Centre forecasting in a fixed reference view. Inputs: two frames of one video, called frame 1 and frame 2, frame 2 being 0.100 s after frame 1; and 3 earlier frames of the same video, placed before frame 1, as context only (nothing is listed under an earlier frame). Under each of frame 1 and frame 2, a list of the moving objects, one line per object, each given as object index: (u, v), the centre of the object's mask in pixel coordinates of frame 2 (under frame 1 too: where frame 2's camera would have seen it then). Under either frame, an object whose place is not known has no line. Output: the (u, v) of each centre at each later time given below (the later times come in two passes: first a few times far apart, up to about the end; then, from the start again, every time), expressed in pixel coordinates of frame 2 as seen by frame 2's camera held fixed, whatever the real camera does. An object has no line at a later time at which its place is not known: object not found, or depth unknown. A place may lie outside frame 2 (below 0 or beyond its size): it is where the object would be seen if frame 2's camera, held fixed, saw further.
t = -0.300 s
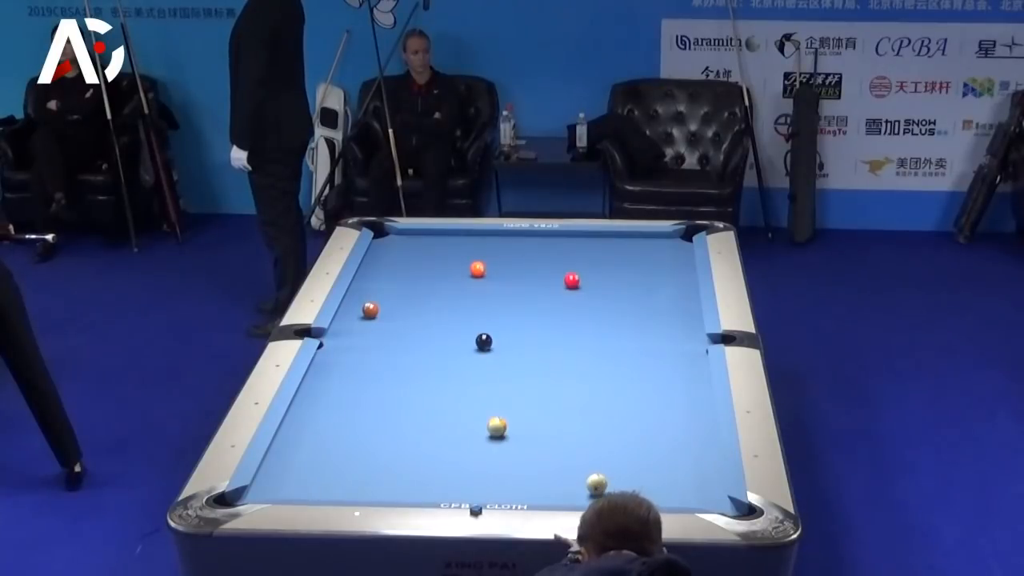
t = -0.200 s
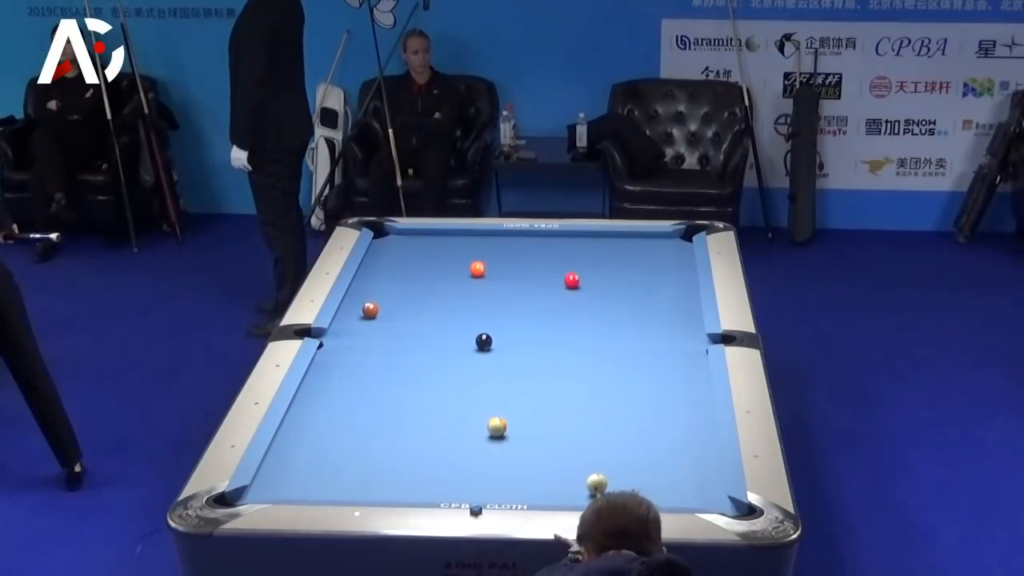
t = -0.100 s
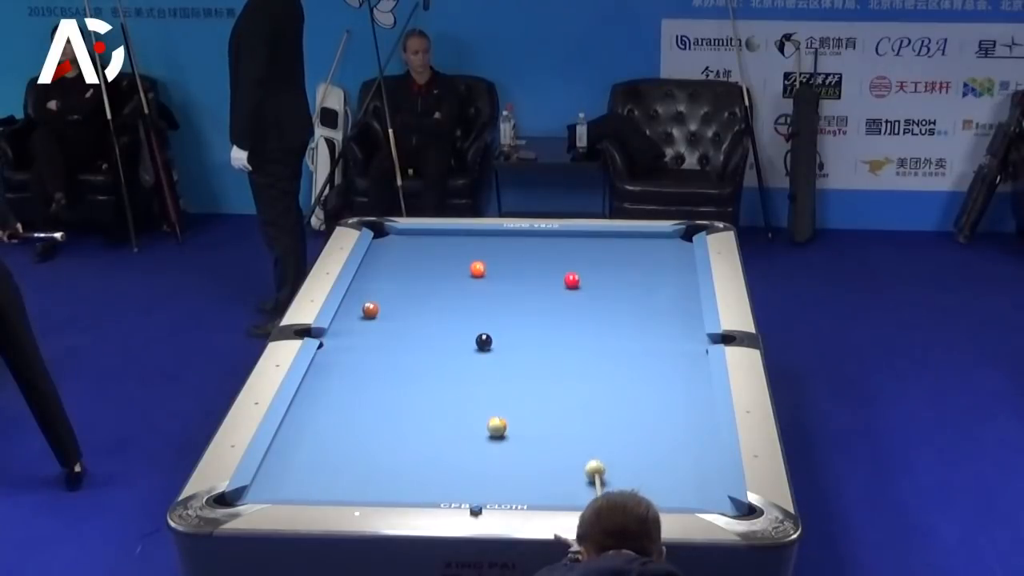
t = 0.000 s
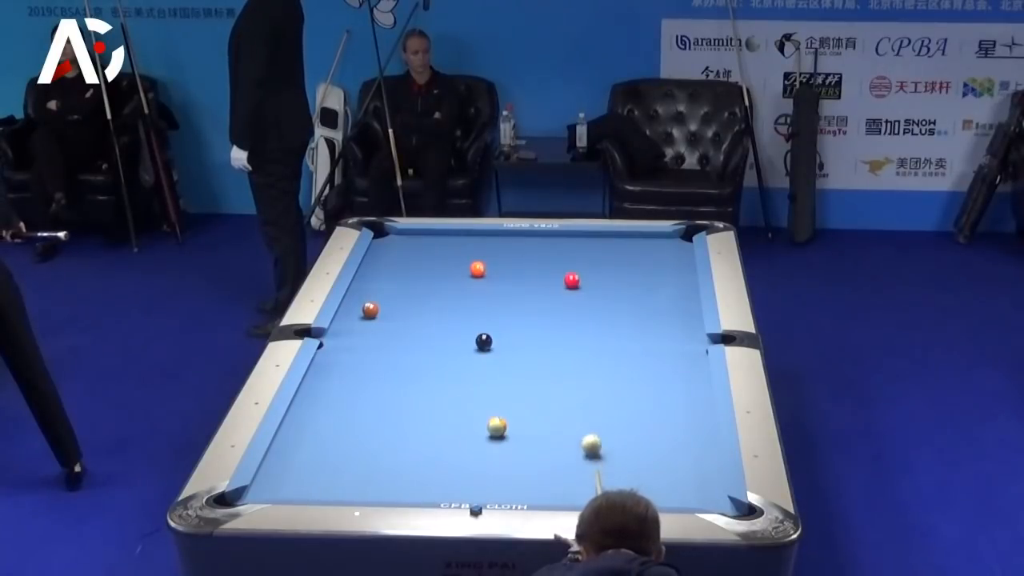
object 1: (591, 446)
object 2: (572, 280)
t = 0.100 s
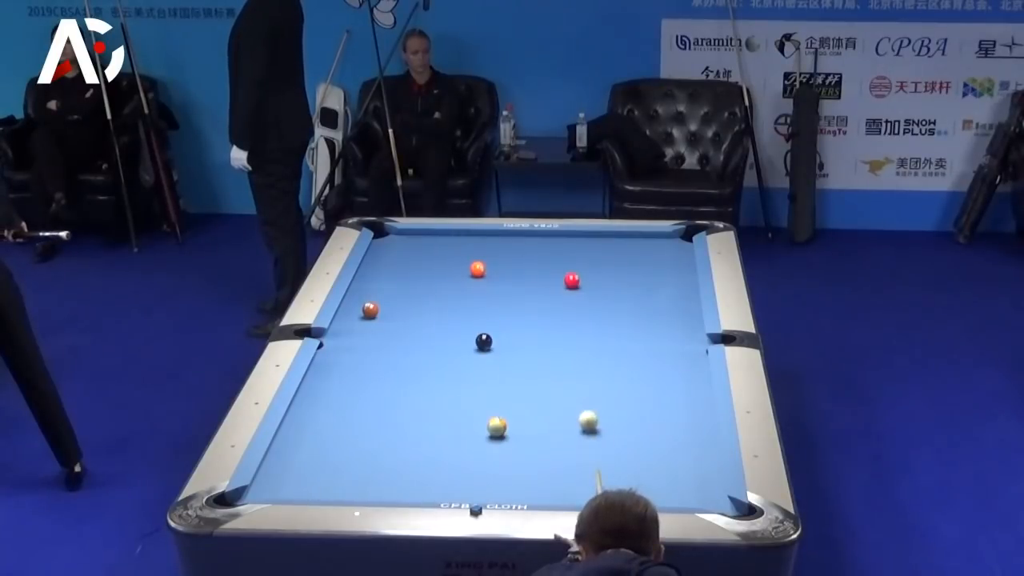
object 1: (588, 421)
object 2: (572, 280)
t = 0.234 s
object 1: (584, 392)
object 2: (571, 280)
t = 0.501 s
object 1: (577, 340)
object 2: (571, 280)
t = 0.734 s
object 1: (572, 302)
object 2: (572, 280)
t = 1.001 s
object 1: (558, 283)
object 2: (579, 262)
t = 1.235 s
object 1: (544, 274)
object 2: (588, 242)
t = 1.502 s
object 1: (529, 265)
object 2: (592, 241)
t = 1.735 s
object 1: (518, 258)
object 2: (593, 251)
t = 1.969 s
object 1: (506, 251)
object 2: (595, 261)
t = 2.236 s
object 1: (495, 244)
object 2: (597, 273)
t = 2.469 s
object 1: (485, 237)
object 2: (599, 283)
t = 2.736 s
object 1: (475, 233)
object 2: (601, 295)
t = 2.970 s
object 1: (468, 236)
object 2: (603, 305)
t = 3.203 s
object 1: (462, 239)
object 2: (605, 315)
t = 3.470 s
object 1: (455, 242)
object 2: (607, 327)
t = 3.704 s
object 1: (450, 244)
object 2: (610, 337)
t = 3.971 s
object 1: (444, 246)
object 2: (612, 348)
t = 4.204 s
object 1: (440, 248)
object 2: (614, 358)
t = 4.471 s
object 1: (435, 249)
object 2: (616, 369)
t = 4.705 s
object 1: (433, 250)
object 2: (618, 379)
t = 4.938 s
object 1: (430, 251)
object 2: (619, 388)
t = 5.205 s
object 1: (428, 252)
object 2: (620, 398)
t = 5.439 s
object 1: (428, 252)
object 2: (620, 407)
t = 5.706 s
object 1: (427, 252)
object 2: (619, 416)
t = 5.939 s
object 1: (427, 252)
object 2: (620, 424)
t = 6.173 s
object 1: (427, 252)
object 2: (620, 431)
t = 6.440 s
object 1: (428, 252)
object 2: (620, 439)
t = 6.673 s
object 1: (428, 252)
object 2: (622, 446)
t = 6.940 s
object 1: (428, 252)
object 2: (623, 453)
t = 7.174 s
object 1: (428, 252)
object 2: (625, 458)
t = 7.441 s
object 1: (428, 252)
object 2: (626, 463)
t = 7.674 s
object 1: (428, 252)
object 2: (627, 468)
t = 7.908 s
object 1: (428, 252)
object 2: (628, 471)
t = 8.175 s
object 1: (428, 252)
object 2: (627, 474)
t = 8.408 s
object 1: (428, 252)
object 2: (627, 476)
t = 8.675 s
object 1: (428, 252)
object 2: (627, 478)
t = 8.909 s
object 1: (427, 252)
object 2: (627, 479)
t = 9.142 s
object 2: (627, 480)
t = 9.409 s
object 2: (626, 480)
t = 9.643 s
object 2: (626, 480)
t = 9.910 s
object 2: (626, 480)
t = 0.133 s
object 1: (587, 414)
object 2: (572, 280)
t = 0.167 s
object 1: (586, 406)
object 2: (571, 280)
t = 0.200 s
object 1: (585, 399)
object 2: (571, 280)
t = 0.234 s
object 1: (584, 392)
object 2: (571, 280)
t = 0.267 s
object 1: (583, 385)
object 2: (571, 280)
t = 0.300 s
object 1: (582, 377)
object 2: (571, 280)
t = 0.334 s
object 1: (581, 371)
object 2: (571, 280)
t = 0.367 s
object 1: (580, 364)
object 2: (571, 281)
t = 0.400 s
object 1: (579, 358)
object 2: (572, 280)
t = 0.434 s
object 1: (579, 352)
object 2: (571, 280)
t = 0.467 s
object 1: (578, 346)
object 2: (572, 280)
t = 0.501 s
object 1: (577, 340)
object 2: (571, 280)
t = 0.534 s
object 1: (576, 334)
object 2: (572, 280)
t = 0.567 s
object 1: (575, 328)
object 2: (572, 280)
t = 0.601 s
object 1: (575, 323)
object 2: (572, 280)
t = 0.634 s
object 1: (574, 317)
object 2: (571, 280)
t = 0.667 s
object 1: (573, 312)
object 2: (572, 280)
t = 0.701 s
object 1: (572, 307)
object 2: (571, 280)
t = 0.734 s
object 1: (572, 302)
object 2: (572, 280)
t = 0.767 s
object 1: (571, 296)
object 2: (571, 280)
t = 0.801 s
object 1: (570, 291)
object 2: (571, 278)
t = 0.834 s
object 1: (570, 286)
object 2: (572, 276)
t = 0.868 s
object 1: (567, 286)
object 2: (574, 275)
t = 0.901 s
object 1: (565, 285)
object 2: (574, 272)
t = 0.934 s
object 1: (562, 284)
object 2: (576, 269)
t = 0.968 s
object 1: (560, 284)
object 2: (578, 265)
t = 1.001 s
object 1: (558, 283)
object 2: (579, 262)
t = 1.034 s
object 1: (556, 282)
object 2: (581, 258)
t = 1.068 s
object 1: (554, 281)
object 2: (582, 255)
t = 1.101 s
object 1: (552, 279)
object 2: (584, 252)
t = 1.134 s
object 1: (550, 278)
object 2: (584, 250)
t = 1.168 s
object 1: (548, 277)
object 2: (585, 247)
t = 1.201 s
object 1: (546, 275)
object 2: (586, 245)
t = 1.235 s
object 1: (544, 274)
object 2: (588, 242)
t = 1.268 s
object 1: (542, 273)
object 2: (589, 239)
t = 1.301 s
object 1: (540, 272)
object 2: (590, 237)
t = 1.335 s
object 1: (538, 271)
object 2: (590, 234)
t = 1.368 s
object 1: (537, 270)
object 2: (590, 234)
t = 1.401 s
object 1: (535, 269)
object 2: (591, 236)
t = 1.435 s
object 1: (533, 267)
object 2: (591, 237)
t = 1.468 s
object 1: (531, 266)
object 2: (592, 239)
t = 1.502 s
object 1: (529, 265)
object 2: (592, 241)
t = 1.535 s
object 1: (528, 264)
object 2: (592, 242)
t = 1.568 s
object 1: (526, 263)
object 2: (592, 244)
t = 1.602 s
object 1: (524, 262)
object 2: (593, 245)
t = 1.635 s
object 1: (522, 261)
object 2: (593, 247)
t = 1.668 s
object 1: (521, 260)
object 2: (593, 248)
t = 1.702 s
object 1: (519, 259)
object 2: (593, 249)
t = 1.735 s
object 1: (518, 258)
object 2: (593, 251)
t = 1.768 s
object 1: (516, 257)
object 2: (593, 252)
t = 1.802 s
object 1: (514, 256)
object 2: (594, 254)
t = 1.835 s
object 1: (513, 255)
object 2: (594, 255)
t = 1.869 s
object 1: (511, 254)
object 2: (595, 257)
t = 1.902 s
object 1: (510, 253)
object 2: (595, 258)
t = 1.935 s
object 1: (508, 252)
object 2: (595, 260)
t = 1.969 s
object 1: (506, 251)
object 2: (595, 261)
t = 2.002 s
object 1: (505, 250)
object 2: (595, 262)
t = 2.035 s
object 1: (503, 249)
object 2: (595, 264)
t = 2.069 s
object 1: (502, 248)
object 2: (596, 265)
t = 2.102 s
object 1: (500, 247)
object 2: (596, 267)
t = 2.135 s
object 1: (499, 246)
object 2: (597, 268)
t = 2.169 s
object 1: (497, 245)
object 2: (597, 270)
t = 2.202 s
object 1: (496, 244)
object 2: (597, 271)
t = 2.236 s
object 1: (495, 244)
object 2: (597, 273)
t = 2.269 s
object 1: (493, 242)
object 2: (598, 274)
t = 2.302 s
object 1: (492, 241)
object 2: (598, 276)
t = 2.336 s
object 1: (490, 241)
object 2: (598, 277)
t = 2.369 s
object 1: (489, 240)
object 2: (598, 278)
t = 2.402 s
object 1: (488, 239)
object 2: (599, 280)
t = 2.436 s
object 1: (486, 238)
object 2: (599, 281)
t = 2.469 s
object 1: (485, 237)
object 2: (599, 283)
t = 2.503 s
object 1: (484, 236)
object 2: (600, 284)
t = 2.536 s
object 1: (482, 236)
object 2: (600, 286)
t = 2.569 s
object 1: (481, 235)
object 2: (600, 287)
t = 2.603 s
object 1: (480, 234)
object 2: (600, 289)
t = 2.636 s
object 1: (478, 233)
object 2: (600, 290)
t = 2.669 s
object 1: (477, 233)
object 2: (601, 292)
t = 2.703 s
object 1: (476, 233)
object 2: (601, 293)
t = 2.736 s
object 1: (475, 233)
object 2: (601, 295)
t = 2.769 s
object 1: (474, 234)
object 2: (601, 296)
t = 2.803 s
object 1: (473, 234)
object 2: (602, 298)
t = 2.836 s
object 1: (472, 235)
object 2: (602, 299)
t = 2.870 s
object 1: (471, 235)
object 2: (603, 301)
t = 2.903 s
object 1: (470, 236)
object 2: (603, 302)
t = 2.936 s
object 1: (469, 236)
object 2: (603, 304)
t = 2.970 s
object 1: (468, 236)
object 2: (603, 305)
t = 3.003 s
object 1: (467, 237)
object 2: (603, 306)
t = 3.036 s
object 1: (466, 237)
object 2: (604, 308)
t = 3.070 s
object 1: (465, 237)
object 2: (604, 309)
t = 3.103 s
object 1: (465, 238)
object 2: (604, 311)
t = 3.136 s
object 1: (464, 238)
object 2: (604, 312)
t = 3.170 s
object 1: (462, 239)
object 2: (605, 314)
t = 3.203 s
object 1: (462, 239)
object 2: (605, 315)
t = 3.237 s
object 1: (461, 239)
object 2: (605, 316)
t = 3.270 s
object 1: (460, 240)
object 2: (606, 318)
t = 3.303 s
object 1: (459, 240)
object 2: (606, 319)
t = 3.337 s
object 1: (458, 240)
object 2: (606, 321)
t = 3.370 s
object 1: (457, 241)
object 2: (606, 322)
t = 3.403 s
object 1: (457, 241)
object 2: (607, 324)
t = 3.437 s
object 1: (456, 241)
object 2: (607, 326)
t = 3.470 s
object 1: (455, 242)
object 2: (607, 327)
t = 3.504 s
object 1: (454, 242)
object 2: (608, 328)
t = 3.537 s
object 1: (453, 242)
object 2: (608, 330)
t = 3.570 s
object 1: (453, 243)
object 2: (608, 331)
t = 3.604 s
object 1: (452, 243)
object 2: (609, 333)
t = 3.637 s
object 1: (451, 243)
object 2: (609, 334)
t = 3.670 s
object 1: (450, 244)
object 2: (609, 335)
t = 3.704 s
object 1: (450, 244)
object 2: (610, 337)
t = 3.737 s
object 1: (449, 244)
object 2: (610, 338)
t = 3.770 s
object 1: (448, 244)
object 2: (610, 340)
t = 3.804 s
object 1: (448, 244)
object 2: (611, 341)
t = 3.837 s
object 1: (447, 245)
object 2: (611, 343)
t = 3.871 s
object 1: (446, 245)
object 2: (611, 344)
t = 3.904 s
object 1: (445, 245)
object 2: (612, 346)
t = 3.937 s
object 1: (444, 246)
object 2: (612, 347)
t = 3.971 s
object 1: (444, 246)
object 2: (612, 348)
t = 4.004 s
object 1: (443, 246)
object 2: (612, 350)
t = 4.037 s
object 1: (443, 247)
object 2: (613, 351)
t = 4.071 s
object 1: (442, 247)
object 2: (613, 353)
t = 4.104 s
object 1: (442, 247)
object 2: (613, 354)
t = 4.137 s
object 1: (441, 247)
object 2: (614, 356)
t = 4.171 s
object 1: (440, 247)
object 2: (614, 357)
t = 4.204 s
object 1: (440, 248)
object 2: (614, 358)
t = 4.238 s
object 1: (439, 248)
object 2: (615, 360)
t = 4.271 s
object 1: (439, 248)
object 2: (615, 361)
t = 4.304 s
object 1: (438, 248)
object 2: (615, 363)
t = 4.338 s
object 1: (437, 248)
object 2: (615, 364)
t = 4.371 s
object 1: (437, 249)
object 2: (616, 365)
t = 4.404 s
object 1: (436, 249)
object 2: (616, 367)
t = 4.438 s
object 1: (436, 249)
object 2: (616, 368)
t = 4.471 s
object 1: (435, 249)
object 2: (616, 369)
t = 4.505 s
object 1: (435, 249)
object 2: (617, 371)
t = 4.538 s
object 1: (434, 250)
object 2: (617, 372)
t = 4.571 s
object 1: (434, 250)
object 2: (617, 374)
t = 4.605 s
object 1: (434, 250)
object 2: (618, 375)
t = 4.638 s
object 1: (433, 250)
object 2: (618, 376)
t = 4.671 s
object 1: (433, 250)
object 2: (618, 378)
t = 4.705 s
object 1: (433, 250)
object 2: (618, 379)
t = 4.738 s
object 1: (432, 250)
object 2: (619, 380)
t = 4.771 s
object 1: (432, 251)
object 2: (619, 381)
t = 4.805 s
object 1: (431, 251)
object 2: (619, 383)
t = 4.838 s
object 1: (431, 251)
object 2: (619, 384)
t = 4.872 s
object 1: (431, 251)
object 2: (619, 385)
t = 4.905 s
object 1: (430, 251)
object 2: (619, 387)
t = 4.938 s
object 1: (430, 251)
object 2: (619, 388)
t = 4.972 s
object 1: (430, 251)
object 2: (619, 389)
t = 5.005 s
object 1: (430, 251)
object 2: (619, 391)
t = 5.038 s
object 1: (429, 251)
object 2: (619, 392)
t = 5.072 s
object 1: (429, 251)
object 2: (620, 393)
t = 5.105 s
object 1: (429, 252)
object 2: (620, 394)
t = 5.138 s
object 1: (429, 252)
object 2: (620, 396)
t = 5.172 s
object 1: (428, 252)
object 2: (620, 397)
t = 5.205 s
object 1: (428, 252)
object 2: (620, 398)
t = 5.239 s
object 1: (428, 252)
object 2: (620, 399)
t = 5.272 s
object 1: (428, 252)
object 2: (620, 401)
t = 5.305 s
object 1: (428, 252)
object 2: (620, 402)
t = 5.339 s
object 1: (428, 252)
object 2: (620, 403)
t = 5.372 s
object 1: (428, 252)
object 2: (620, 404)
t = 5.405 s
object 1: (428, 252)
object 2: (620, 405)
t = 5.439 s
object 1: (428, 252)
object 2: (620, 407)
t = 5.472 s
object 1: (428, 252)
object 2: (619, 408)
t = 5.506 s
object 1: (428, 252)
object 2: (619, 409)
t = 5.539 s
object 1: (428, 252)
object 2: (619, 410)
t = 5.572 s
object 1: (428, 252)
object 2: (619, 411)
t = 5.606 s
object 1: (427, 252)
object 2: (619, 413)
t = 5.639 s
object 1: (427, 252)
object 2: (619, 414)
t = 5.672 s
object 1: (427, 252)
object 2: (619, 415)
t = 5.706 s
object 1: (427, 252)
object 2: (619, 416)
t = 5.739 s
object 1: (427, 252)
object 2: (619, 417)
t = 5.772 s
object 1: (427, 252)
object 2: (619, 418)
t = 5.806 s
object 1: (427, 252)
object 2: (620, 420)
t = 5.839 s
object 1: (427, 252)
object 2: (620, 421)
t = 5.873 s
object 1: (427, 252)
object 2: (620, 422)
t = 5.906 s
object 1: (427, 252)
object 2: (620, 423)
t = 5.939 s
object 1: (427, 252)
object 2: (620, 424)
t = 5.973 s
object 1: (427, 252)
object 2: (620, 425)
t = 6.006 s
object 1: (427, 252)
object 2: (620, 426)
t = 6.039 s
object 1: (427, 252)
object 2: (620, 427)
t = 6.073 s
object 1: (427, 252)
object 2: (620, 429)
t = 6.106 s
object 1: (427, 252)
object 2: (620, 430)
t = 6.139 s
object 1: (427, 252)
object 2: (620, 430)
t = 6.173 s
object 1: (427, 252)
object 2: (620, 431)
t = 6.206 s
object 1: (427, 252)
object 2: (620, 433)
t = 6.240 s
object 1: (427, 252)
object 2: (620, 434)
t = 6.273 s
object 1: (428, 252)
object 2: (620, 434)
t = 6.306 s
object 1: (428, 252)
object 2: (620, 435)
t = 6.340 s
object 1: (428, 252)
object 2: (620, 437)
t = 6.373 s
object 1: (428, 252)
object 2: (620, 438)
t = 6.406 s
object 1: (428, 252)
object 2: (620, 439)
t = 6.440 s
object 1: (428, 252)
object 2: (620, 439)
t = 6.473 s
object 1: (427, 252)
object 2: (621, 441)
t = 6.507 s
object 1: (428, 252)
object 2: (621, 442)
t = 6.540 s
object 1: (428, 252)
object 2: (621, 442)
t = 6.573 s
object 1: (428, 252)
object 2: (621, 443)
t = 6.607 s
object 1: (428, 252)
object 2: (621, 444)
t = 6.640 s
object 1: (428, 252)
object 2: (621, 445)
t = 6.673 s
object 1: (428, 252)
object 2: (622, 446)
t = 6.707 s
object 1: (428, 252)
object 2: (622, 447)
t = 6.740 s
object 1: (428, 252)
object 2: (622, 448)
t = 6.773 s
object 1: (428, 252)
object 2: (622, 448)
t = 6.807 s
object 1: (428, 252)
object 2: (623, 450)
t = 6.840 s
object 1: (428, 252)
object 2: (623, 450)
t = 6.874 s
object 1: (428, 252)
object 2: (623, 451)
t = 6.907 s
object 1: (428, 252)
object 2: (623, 452)
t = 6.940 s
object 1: (428, 252)
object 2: (623, 453)
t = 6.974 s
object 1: (428, 252)
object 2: (624, 453)
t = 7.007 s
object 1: (428, 252)
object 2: (624, 454)
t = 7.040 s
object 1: (428, 252)
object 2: (624, 455)
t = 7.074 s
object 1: (428, 252)
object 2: (624, 456)
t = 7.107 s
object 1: (428, 252)
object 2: (624, 457)
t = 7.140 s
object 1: (428, 252)
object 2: (624, 457)
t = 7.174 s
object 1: (428, 252)
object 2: (625, 458)
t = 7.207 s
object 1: (428, 252)
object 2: (625, 459)
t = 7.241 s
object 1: (428, 252)
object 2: (625, 460)
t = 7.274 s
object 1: (428, 252)
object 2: (625, 460)
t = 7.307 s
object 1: (428, 252)
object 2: (626, 461)
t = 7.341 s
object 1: (428, 252)
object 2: (626, 461)
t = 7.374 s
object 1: (428, 252)
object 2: (626, 462)
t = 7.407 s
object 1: (428, 252)
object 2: (626, 463)
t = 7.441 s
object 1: (428, 252)
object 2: (626, 463)
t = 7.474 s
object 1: (428, 252)
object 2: (626, 464)
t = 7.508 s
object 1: (428, 252)
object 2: (627, 465)
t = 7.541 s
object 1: (428, 252)
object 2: (627, 465)
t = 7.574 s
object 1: (428, 252)
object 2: (627, 466)
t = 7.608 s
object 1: (428, 252)
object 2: (627, 466)
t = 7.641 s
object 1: (428, 252)
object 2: (627, 467)
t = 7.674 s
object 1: (428, 252)
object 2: (627, 468)
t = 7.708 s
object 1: (428, 252)
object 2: (627, 468)
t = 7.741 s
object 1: (428, 252)
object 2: (627, 469)
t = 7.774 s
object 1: (428, 252)
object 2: (627, 469)
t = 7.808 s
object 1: (428, 252)
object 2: (628, 469)
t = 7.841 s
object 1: (428, 252)
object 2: (628, 470)
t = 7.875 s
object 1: (428, 252)
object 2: (628, 471)
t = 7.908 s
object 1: (428, 252)
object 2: (628, 471)
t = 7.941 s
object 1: (428, 252)
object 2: (628, 472)
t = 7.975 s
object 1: (428, 252)
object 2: (627, 472)
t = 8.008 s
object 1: (428, 252)
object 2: (628, 472)
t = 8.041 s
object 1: (428, 252)
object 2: (627, 473)
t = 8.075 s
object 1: (428, 252)
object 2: (627, 473)
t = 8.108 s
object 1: (428, 252)
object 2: (627, 473)
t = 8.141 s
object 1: (428, 252)
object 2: (627, 474)
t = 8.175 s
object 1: (428, 252)
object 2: (627, 474)
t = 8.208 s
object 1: (428, 252)
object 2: (627, 474)
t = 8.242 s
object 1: (428, 252)
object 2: (627, 475)
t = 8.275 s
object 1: (428, 252)
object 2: (627, 475)
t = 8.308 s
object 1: (428, 252)
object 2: (627, 475)
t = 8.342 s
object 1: (428, 252)
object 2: (627, 476)
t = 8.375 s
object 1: (428, 252)
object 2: (627, 476)
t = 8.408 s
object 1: (428, 252)
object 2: (627, 476)
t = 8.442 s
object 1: (428, 252)
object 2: (627, 477)
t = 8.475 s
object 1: (427, 252)
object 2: (627, 477)
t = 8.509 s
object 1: (427, 252)
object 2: (627, 477)
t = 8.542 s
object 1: (428, 252)
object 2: (627, 477)
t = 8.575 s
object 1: (428, 252)
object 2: (627, 478)
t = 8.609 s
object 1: (428, 252)
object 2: (627, 478)
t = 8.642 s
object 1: (428, 252)
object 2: (627, 478)
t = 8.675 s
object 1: (428, 252)
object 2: (627, 478)
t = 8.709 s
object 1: (428, 252)
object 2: (627, 478)
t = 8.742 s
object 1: (428, 252)
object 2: (627, 479)
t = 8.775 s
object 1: (427, 252)
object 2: (627, 479)
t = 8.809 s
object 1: (427, 252)
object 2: (627, 479)
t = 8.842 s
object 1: (427, 252)
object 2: (627, 479)
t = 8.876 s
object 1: (427, 252)
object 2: (627, 479)
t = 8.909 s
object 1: (427, 252)
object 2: (627, 479)
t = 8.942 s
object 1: (428, 252)
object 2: (627, 479)
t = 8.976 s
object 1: (428, 252)
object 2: (627, 479)
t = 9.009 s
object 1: (427, 252)
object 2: (627, 479)
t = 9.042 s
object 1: (427, 252)
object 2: (627, 479)
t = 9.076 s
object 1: (428, 252)
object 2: (627, 479)
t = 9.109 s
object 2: (627, 480)
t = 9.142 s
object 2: (627, 480)
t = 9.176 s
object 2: (626, 480)
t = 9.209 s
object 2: (626, 480)
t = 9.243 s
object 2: (627, 480)
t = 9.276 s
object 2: (626, 480)
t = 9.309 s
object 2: (626, 480)
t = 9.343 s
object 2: (626, 480)
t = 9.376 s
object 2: (626, 480)
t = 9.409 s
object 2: (626, 480)
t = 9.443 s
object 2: (626, 480)
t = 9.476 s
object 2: (626, 480)
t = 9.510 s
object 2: (626, 480)
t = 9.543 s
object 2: (626, 480)
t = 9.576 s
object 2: (626, 480)
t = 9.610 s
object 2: (626, 480)
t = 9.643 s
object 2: (626, 480)
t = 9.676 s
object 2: (626, 480)
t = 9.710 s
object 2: (626, 480)
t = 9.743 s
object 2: (626, 480)
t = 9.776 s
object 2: (626, 480)
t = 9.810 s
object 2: (626, 480)
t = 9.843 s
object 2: (626, 480)
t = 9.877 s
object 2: (626, 480)
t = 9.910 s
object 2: (626, 480)
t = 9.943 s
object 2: (626, 480)
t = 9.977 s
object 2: (626, 480)
